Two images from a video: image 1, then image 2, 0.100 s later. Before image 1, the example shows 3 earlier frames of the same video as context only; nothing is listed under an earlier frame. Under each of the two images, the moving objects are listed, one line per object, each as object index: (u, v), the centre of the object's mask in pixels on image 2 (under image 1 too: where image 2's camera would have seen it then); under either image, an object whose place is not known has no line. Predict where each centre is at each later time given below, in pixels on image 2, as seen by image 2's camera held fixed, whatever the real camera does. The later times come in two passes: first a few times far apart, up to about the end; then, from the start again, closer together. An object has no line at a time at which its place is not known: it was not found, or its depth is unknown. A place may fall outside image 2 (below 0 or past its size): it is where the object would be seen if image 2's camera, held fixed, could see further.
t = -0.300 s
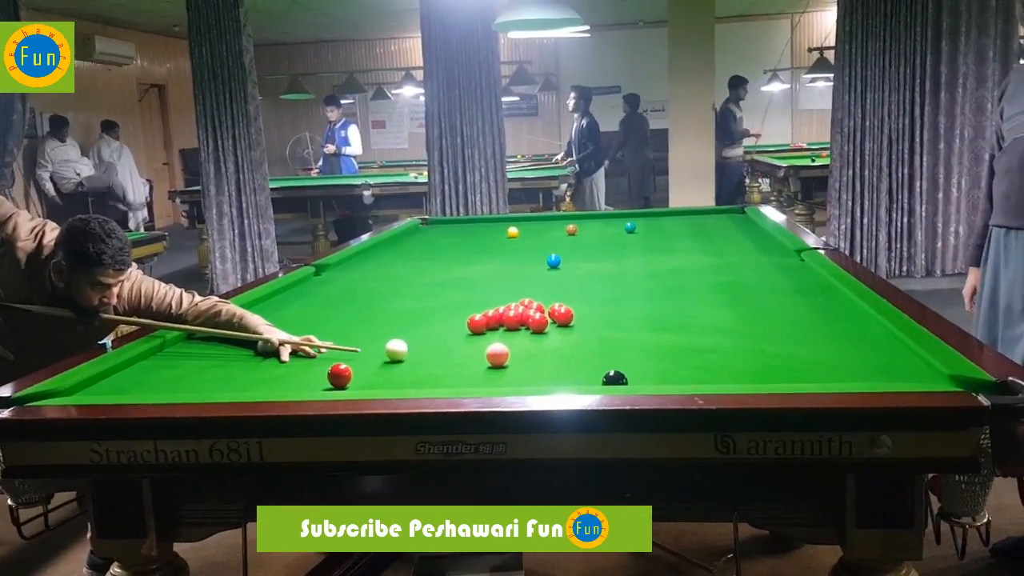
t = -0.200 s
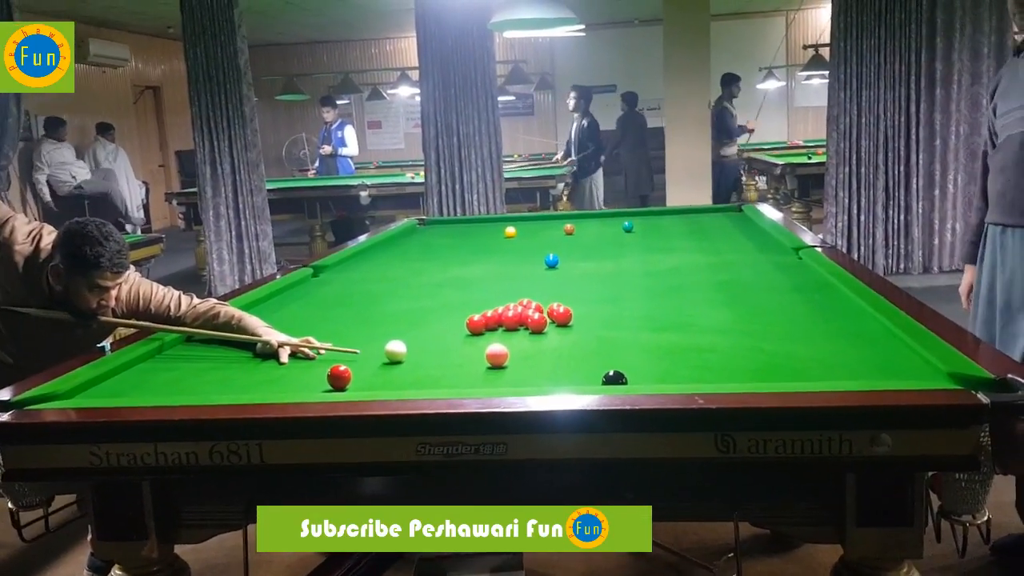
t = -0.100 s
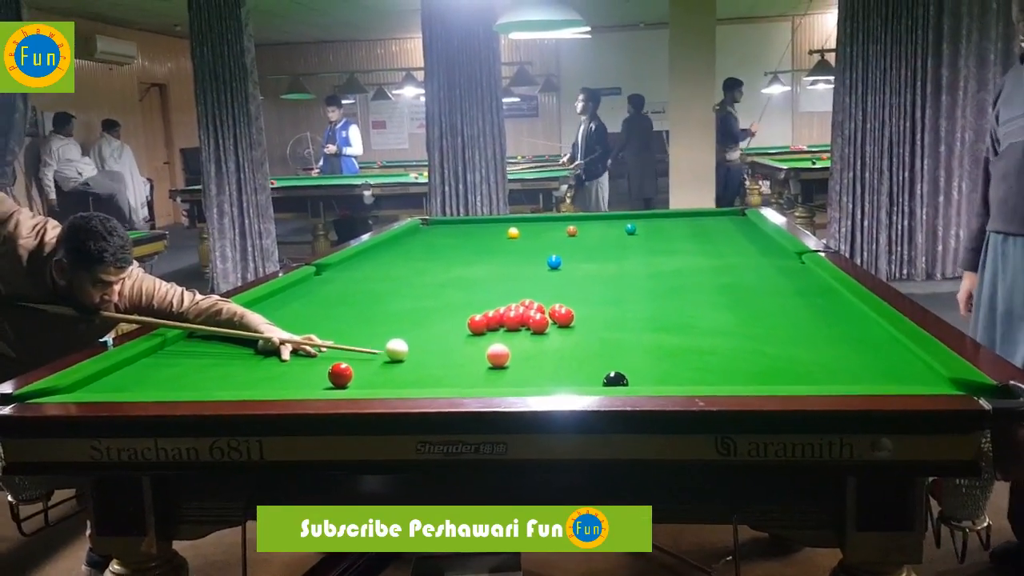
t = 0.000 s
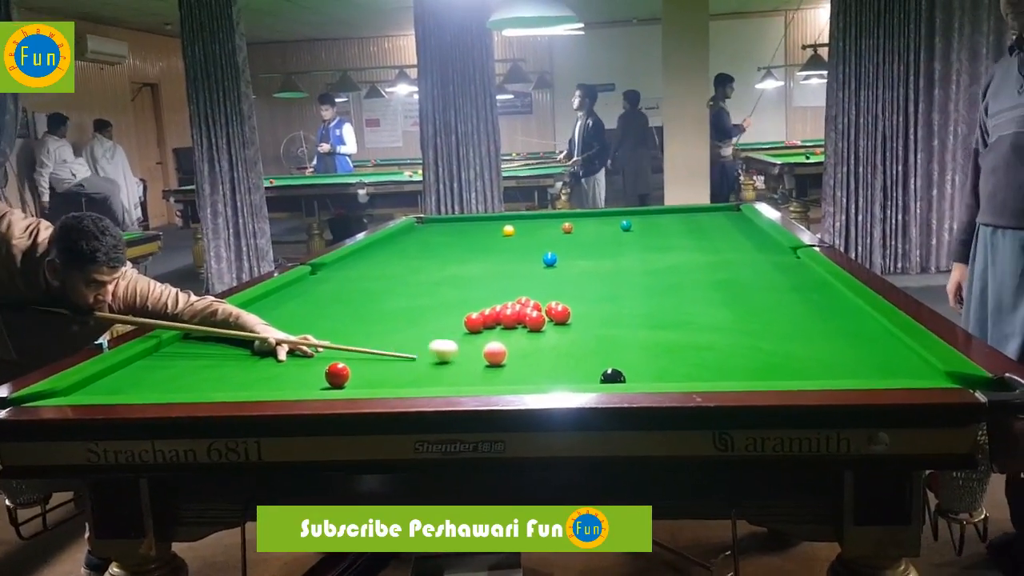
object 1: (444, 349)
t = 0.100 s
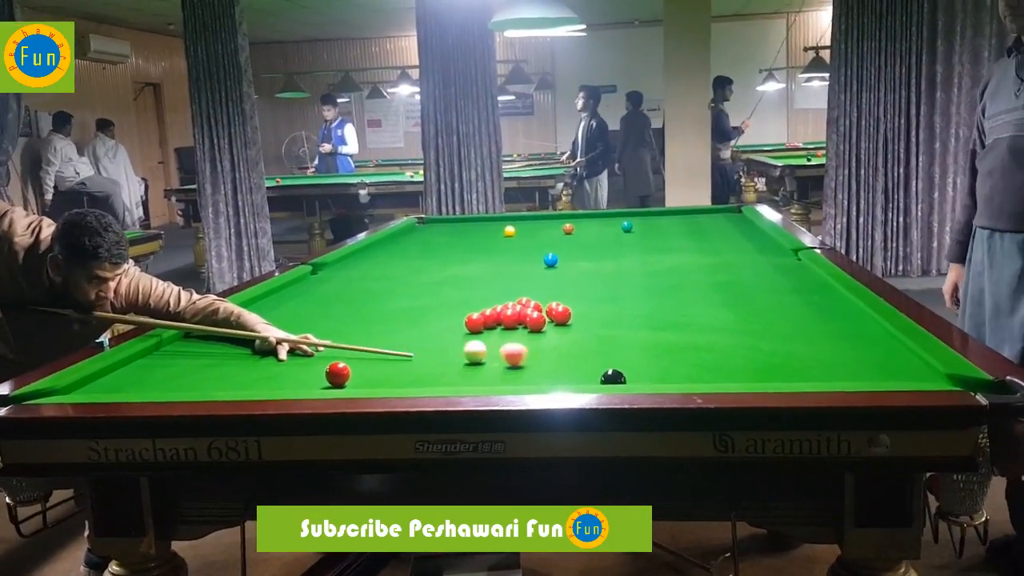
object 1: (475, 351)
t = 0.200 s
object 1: (473, 350)
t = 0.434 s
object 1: (472, 349)
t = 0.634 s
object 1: (471, 348)
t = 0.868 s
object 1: (470, 347)
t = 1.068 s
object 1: (470, 347)
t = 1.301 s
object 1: (469, 347)
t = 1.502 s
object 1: (470, 347)
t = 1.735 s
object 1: (469, 347)
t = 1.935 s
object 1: (469, 347)
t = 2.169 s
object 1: (469, 347)
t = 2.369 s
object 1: (469, 347)
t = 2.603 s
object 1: (469, 347)
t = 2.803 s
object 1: (469, 347)
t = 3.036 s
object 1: (469, 347)
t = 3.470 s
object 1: (470, 347)
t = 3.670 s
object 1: (470, 347)
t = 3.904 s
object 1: (469, 347)
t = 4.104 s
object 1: (469, 347)
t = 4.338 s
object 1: (469, 347)
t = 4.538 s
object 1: (470, 347)
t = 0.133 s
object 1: (474, 351)
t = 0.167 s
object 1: (474, 351)
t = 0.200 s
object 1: (473, 350)
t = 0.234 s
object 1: (473, 350)
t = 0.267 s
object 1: (473, 350)
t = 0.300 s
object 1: (473, 350)
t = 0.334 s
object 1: (472, 350)
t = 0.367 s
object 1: (472, 349)
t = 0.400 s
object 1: (472, 349)
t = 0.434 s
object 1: (472, 349)
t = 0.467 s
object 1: (471, 349)
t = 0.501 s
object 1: (471, 348)
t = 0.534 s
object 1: (471, 348)
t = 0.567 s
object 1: (471, 348)
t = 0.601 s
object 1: (471, 348)
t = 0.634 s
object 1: (471, 348)
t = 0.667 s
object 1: (470, 348)
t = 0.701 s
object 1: (470, 348)
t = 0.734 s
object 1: (470, 348)
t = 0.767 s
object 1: (470, 347)
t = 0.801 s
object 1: (470, 347)
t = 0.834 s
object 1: (470, 347)
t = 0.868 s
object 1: (470, 347)
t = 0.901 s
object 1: (469, 347)
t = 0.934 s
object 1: (470, 347)
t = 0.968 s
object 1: (469, 347)
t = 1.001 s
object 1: (469, 347)
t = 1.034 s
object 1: (470, 347)
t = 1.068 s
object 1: (470, 347)
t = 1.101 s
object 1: (470, 347)
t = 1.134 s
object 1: (470, 347)
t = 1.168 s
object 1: (470, 347)
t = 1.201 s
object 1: (470, 347)
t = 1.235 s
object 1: (470, 347)
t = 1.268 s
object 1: (470, 347)
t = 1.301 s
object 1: (469, 347)
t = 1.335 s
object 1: (469, 347)
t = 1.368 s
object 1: (470, 347)
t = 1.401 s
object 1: (469, 347)
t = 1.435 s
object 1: (470, 347)
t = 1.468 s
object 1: (469, 347)
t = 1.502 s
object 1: (470, 347)
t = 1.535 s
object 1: (469, 347)
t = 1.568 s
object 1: (469, 347)
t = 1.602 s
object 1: (469, 347)
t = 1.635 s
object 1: (469, 347)
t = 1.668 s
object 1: (469, 347)
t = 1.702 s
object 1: (469, 347)
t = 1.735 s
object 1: (469, 347)
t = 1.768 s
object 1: (469, 347)
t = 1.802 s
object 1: (469, 347)
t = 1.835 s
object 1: (469, 347)
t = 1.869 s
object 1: (469, 347)
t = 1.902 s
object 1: (469, 347)
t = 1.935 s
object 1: (469, 347)
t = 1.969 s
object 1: (470, 347)
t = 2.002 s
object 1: (469, 347)
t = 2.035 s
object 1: (469, 347)
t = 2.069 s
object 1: (469, 347)
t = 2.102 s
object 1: (469, 347)
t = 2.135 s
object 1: (469, 347)
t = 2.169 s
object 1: (469, 347)
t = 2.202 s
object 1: (469, 347)
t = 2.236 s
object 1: (469, 347)
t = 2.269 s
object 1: (469, 347)
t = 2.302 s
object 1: (469, 347)
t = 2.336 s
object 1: (469, 347)
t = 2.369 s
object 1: (469, 347)
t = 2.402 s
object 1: (469, 347)
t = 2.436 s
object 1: (470, 347)
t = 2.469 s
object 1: (470, 347)
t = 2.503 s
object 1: (469, 347)
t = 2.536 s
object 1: (469, 347)
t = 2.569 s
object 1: (469, 347)
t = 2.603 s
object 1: (469, 347)
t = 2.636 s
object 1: (470, 347)
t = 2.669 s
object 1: (469, 347)
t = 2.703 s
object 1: (470, 347)
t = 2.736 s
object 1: (469, 347)
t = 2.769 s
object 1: (469, 347)
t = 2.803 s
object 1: (469, 347)
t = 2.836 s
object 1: (469, 347)
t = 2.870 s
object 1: (469, 347)
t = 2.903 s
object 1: (469, 347)
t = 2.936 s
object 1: (469, 347)
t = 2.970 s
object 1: (469, 347)
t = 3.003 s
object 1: (469, 347)
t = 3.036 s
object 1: (469, 347)
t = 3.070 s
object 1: (470, 348)
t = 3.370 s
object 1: (468, 347)
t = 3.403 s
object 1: (471, 347)
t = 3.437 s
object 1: (470, 347)
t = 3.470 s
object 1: (470, 347)
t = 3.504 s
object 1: (470, 347)
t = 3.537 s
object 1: (470, 347)
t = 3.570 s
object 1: (470, 347)
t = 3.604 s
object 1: (470, 347)
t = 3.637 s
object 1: (470, 347)
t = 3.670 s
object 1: (470, 347)
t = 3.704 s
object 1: (469, 347)
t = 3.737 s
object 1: (469, 347)
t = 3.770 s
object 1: (469, 347)
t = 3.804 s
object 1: (469, 347)
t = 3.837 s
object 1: (469, 347)
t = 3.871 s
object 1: (470, 347)
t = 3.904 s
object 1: (469, 347)
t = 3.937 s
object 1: (470, 347)
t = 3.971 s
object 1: (469, 347)
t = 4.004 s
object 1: (470, 347)
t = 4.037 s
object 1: (469, 347)
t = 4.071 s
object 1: (469, 347)
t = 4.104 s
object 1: (469, 347)
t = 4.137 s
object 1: (469, 347)
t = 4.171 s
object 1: (469, 347)
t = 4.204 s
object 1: (470, 347)
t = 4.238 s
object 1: (469, 347)
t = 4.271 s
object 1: (470, 347)
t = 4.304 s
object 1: (470, 347)
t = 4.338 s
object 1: (469, 347)
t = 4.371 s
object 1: (469, 347)
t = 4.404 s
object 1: (469, 347)
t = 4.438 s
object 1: (469, 347)
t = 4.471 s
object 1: (469, 347)
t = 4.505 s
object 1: (469, 347)
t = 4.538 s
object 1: (470, 347)
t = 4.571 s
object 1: (470, 347)
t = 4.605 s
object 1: (470, 347)
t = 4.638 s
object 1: (470, 347)
